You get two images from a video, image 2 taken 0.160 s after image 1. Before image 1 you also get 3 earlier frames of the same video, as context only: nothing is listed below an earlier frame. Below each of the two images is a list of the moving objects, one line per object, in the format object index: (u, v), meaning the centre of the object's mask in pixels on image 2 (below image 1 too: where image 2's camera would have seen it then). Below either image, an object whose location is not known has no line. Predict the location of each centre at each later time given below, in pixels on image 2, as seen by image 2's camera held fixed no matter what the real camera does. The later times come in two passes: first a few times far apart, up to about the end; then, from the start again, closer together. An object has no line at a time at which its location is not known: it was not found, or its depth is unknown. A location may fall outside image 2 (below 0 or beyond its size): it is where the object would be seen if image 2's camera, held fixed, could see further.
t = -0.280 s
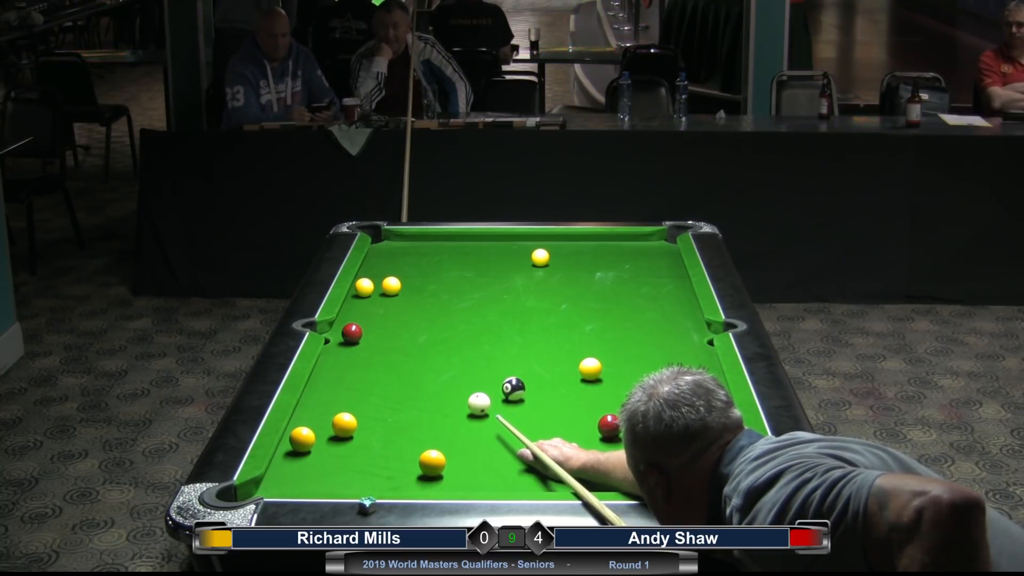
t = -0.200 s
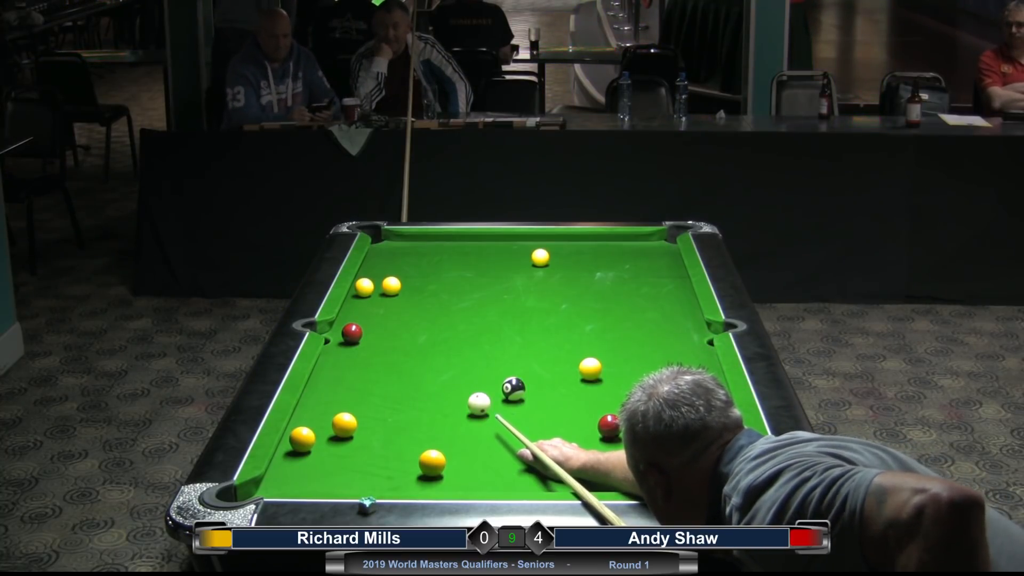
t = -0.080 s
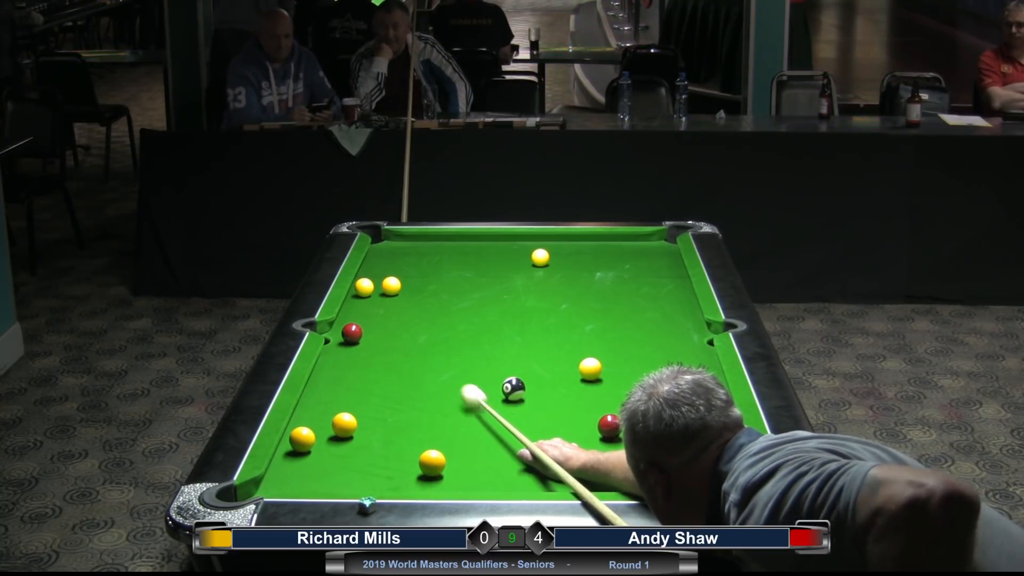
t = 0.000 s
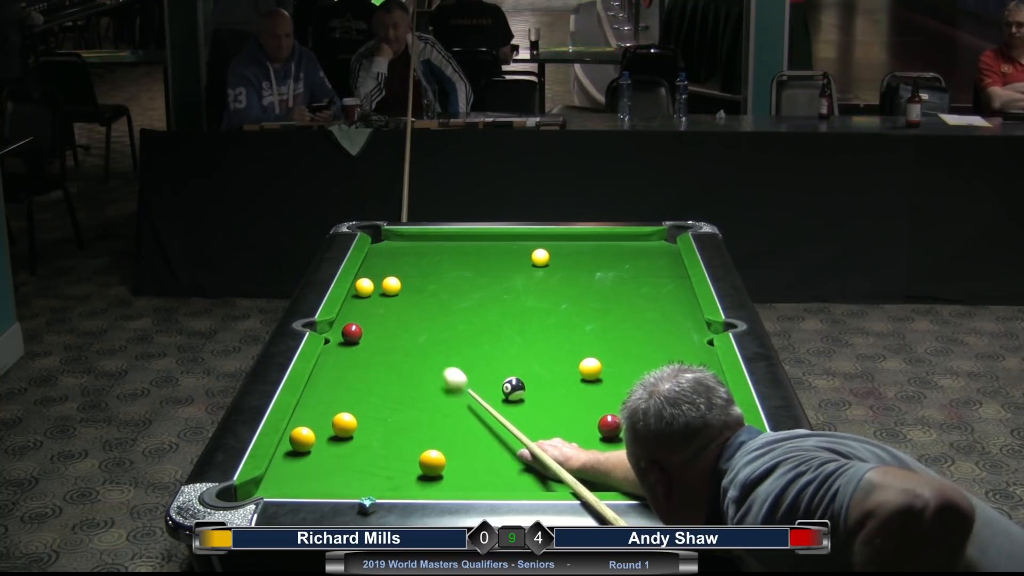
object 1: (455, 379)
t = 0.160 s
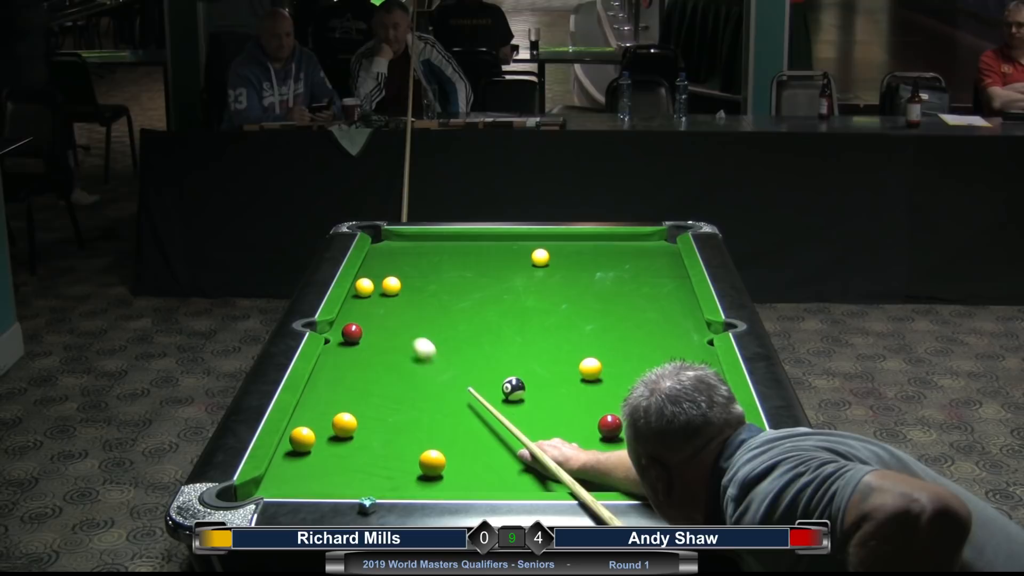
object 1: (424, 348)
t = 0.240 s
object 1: (410, 335)
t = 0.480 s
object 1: (373, 300)
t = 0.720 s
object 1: (358, 293)
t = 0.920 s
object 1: (366, 291)
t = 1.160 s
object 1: (374, 290)
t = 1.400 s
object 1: (375, 290)
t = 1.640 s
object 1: (375, 290)
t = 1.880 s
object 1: (376, 290)
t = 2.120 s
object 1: (376, 290)
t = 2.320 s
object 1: (376, 290)
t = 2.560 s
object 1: (376, 290)
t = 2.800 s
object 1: (376, 290)
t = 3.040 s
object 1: (376, 290)
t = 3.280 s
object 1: (376, 290)
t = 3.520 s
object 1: (376, 290)
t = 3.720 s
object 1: (376, 290)
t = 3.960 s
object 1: (376, 290)
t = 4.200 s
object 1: (376, 290)
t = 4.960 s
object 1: (376, 289)
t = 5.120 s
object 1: (376, 289)
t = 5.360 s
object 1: (376, 289)
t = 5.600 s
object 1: (376, 289)
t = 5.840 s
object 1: (376, 289)
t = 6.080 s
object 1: (376, 289)
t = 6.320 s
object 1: (376, 289)
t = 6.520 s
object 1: (376, 289)
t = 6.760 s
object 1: (376, 289)
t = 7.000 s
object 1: (376, 289)
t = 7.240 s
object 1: (376, 289)
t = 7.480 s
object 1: (376, 289)
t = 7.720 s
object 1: (376, 289)
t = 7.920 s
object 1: (376, 289)
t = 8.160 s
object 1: (376, 289)
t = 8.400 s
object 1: (376, 289)
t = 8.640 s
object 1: (376, 289)
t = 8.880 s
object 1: (376, 289)
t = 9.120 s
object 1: (376, 289)
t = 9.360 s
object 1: (376, 289)
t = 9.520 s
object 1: (376, 289)
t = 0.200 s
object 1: (417, 342)
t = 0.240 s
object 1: (410, 335)
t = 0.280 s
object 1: (403, 329)
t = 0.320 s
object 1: (397, 323)
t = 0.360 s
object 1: (391, 317)
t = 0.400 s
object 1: (385, 310)
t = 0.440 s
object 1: (379, 305)
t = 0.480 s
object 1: (373, 300)
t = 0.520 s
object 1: (368, 294)
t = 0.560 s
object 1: (365, 294)
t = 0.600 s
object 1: (362, 294)
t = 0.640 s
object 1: (360, 294)
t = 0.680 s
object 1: (357, 293)
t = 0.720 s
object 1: (358, 293)
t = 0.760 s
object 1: (359, 292)
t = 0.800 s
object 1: (361, 292)
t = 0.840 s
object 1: (363, 292)
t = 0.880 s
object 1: (365, 291)
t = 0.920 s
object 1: (366, 291)
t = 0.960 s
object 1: (367, 291)
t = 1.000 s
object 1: (369, 291)
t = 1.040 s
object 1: (370, 290)
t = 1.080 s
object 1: (372, 290)
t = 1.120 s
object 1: (373, 290)
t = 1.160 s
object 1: (374, 290)
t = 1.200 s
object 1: (375, 290)
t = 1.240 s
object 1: (375, 290)
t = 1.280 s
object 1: (375, 290)
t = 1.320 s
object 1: (375, 290)
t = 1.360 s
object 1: (375, 290)
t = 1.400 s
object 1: (375, 290)
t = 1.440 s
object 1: (375, 290)
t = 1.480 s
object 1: (376, 290)
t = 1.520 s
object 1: (375, 290)
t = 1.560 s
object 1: (376, 290)
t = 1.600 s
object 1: (375, 290)
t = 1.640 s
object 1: (375, 290)
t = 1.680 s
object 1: (375, 290)
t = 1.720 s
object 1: (375, 290)
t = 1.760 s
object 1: (376, 290)
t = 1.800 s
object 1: (375, 290)
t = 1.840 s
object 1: (376, 290)
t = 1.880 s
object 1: (376, 290)
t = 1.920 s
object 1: (376, 290)
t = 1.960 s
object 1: (376, 290)
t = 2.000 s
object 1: (376, 290)
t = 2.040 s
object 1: (376, 290)
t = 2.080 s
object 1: (376, 290)
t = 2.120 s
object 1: (376, 290)
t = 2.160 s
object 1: (376, 290)
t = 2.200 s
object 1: (376, 290)
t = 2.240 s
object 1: (376, 290)
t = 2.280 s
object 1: (376, 290)
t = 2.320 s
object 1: (376, 290)
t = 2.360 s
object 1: (376, 290)
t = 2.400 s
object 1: (376, 290)
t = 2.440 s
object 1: (376, 290)
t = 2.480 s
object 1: (376, 290)
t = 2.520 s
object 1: (376, 290)
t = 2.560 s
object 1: (376, 290)
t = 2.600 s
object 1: (376, 290)
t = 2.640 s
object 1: (376, 290)
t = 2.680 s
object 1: (376, 290)
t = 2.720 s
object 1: (376, 290)
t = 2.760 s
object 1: (376, 290)
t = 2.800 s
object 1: (376, 290)
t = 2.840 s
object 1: (376, 290)
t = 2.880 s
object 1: (376, 290)
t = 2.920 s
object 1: (376, 290)
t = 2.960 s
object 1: (376, 290)
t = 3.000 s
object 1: (376, 290)
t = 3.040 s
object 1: (376, 290)
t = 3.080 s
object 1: (376, 290)
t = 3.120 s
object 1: (376, 290)
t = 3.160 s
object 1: (376, 290)
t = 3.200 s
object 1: (376, 290)
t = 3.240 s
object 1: (376, 290)
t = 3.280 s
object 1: (376, 290)
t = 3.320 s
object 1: (376, 290)
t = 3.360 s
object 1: (376, 290)
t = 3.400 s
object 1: (376, 290)
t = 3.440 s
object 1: (376, 290)
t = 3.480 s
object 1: (376, 290)
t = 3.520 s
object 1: (376, 290)
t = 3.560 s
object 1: (376, 290)
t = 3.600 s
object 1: (376, 290)
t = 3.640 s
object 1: (376, 290)
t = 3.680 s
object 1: (376, 290)
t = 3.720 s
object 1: (376, 290)
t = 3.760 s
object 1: (376, 290)
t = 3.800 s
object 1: (376, 290)
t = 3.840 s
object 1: (376, 290)
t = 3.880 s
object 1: (376, 290)
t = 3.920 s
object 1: (376, 290)
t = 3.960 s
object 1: (376, 290)
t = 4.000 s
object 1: (376, 290)
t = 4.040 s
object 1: (376, 290)
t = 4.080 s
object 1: (376, 290)
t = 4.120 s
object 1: (376, 290)
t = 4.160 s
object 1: (376, 290)
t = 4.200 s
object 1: (376, 290)
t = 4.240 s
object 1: (375, 286)
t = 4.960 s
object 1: (376, 289)
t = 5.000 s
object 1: (376, 289)
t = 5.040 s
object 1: (376, 289)
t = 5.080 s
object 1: (376, 289)
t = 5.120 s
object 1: (376, 289)
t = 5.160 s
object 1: (376, 289)
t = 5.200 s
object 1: (376, 289)
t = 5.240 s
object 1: (376, 289)
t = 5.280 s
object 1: (376, 289)
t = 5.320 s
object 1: (376, 289)
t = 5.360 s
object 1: (376, 289)
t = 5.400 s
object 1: (376, 289)
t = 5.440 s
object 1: (376, 289)
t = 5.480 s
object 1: (376, 289)
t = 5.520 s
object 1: (376, 289)
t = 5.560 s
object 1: (376, 289)
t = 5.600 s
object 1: (376, 289)
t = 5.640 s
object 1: (376, 289)
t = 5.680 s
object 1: (376, 289)
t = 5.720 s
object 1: (376, 289)
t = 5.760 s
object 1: (376, 289)
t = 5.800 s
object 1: (376, 289)
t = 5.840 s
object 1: (376, 289)
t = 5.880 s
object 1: (376, 289)
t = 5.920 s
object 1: (376, 289)
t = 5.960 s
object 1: (376, 289)
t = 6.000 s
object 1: (376, 289)
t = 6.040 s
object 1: (376, 289)
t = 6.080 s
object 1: (376, 289)
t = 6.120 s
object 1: (376, 289)
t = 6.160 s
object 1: (376, 289)
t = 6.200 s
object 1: (376, 289)
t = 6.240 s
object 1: (376, 289)
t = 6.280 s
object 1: (376, 289)
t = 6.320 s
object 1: (376, 289)
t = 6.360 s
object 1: (376, 289)
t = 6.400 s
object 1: (376, 289)
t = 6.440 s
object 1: (376, 289)
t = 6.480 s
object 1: (376, 289)
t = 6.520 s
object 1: (376, 289)
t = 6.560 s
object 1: (376, 289)
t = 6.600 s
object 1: (376, 289)
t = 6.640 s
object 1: (376, 289)
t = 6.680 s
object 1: (376, 289)
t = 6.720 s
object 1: (376, 289)
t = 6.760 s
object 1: (376, 289)
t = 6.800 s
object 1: (376, 289)
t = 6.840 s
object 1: (376, 289)
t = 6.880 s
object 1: (376, 289)
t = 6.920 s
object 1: (376, 289)
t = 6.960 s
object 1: (376, 289)
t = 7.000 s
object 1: (376, 289)
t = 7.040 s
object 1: (376, 289)
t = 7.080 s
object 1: (376, 289)
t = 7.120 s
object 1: (376, 289)
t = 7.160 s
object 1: (376, 289)
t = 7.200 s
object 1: (376, 289)
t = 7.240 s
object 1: (376, 289)
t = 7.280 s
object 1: (376, 289)
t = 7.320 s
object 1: (376, 289)
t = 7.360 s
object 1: (376, 289)
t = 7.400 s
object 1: (376, 289)
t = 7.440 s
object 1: (376, 289)
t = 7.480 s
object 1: (376, 289)
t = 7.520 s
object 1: (376, 289)
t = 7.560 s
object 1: (376, 289)
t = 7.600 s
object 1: (376, 289)
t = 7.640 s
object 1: (376, 289)
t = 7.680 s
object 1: (376, 289)
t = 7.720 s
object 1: (376, 289)
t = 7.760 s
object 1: (376, 289)
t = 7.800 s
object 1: (376, 289)
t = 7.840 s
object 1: (376, 289)
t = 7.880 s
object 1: (376, 289)
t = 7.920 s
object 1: (376, 289)
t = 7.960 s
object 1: (376, 289)
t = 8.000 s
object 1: (376, 289)
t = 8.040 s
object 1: (376, 289)
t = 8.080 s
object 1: (376, 289)
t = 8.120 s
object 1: (376, 289)
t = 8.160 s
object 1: (376, 289)
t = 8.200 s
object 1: (376, 289)
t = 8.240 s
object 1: (376, 289)
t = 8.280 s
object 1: (376, 289)
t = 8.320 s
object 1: (376, 289)
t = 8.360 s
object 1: (376, 289)
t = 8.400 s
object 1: (376, 289)
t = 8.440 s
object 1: (376, 289)
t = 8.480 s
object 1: (376, 289)
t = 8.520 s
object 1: (376, 289)
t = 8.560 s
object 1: (376, 289)
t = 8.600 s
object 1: (376, 289)
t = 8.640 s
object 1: (376, 289)
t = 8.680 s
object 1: (376, 289)
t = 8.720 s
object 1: (376, 289)
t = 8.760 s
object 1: (376, 289)
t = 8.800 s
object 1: (376, 289)
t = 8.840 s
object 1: (376, 289)
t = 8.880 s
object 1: (376, 289)
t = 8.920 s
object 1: (376, 289)
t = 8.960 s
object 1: (376, 289)
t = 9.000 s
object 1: (376, 289)
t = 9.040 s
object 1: (376, 289)
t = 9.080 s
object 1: (376, 289)
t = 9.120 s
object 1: (376, 289)
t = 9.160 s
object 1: (376, 289)
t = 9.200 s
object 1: (376, 290)
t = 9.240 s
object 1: (376, 289)
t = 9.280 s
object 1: (376, 289)
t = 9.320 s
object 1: (376, 289)
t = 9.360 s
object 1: (376, 289)
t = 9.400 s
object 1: (376, 289)
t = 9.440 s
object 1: (376, 289)
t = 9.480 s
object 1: (376, 289)
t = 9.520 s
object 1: (376, 289)
